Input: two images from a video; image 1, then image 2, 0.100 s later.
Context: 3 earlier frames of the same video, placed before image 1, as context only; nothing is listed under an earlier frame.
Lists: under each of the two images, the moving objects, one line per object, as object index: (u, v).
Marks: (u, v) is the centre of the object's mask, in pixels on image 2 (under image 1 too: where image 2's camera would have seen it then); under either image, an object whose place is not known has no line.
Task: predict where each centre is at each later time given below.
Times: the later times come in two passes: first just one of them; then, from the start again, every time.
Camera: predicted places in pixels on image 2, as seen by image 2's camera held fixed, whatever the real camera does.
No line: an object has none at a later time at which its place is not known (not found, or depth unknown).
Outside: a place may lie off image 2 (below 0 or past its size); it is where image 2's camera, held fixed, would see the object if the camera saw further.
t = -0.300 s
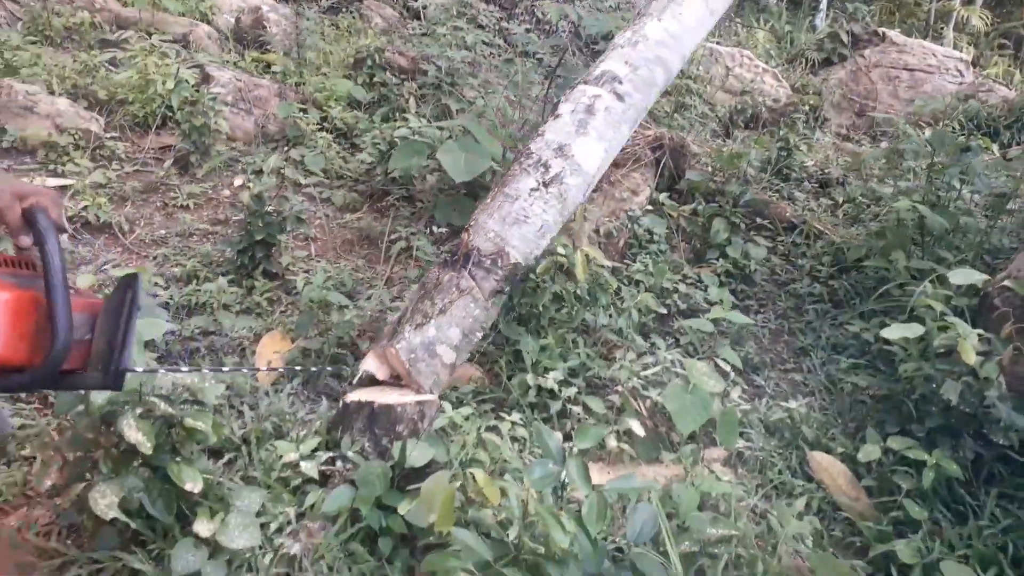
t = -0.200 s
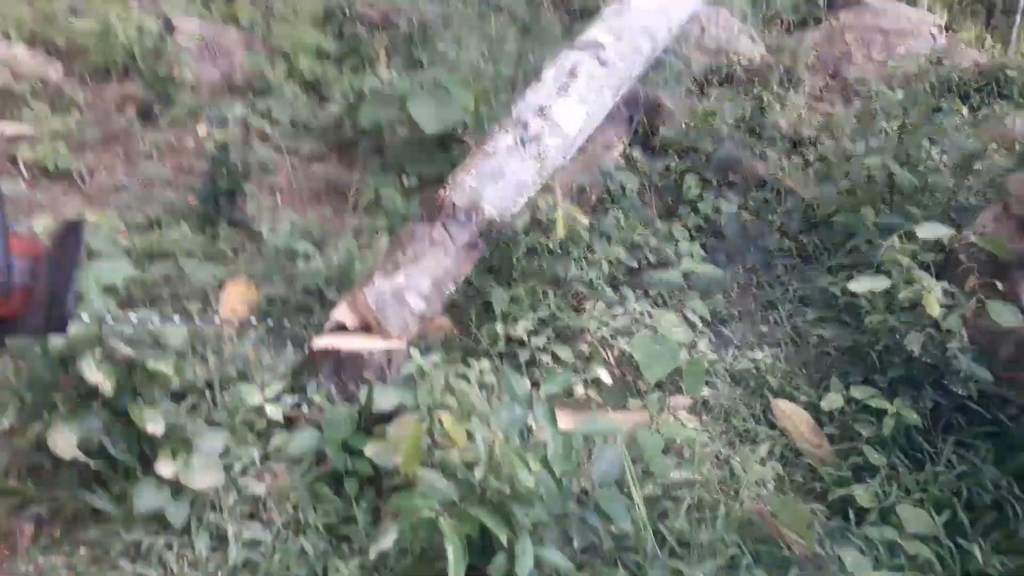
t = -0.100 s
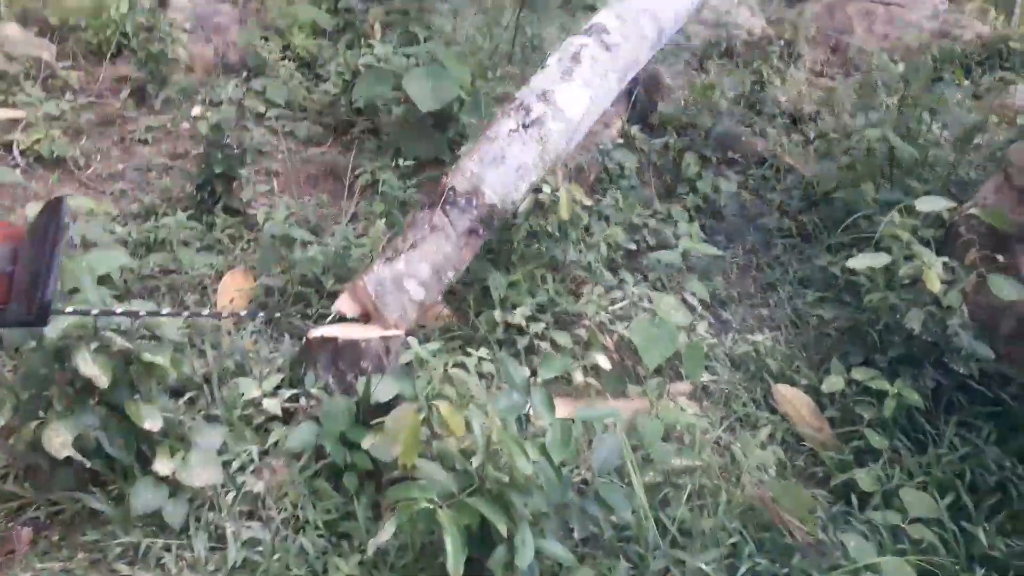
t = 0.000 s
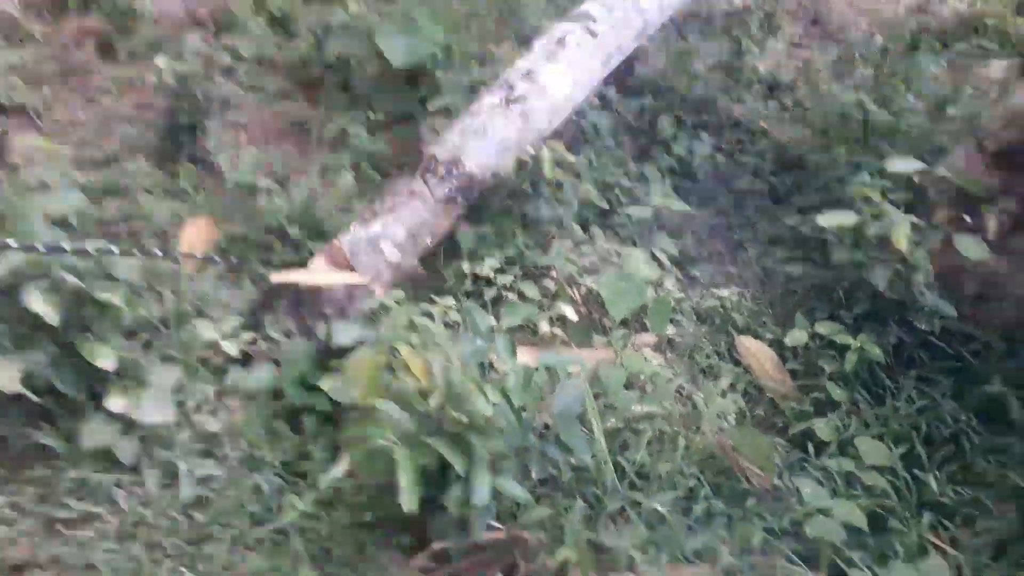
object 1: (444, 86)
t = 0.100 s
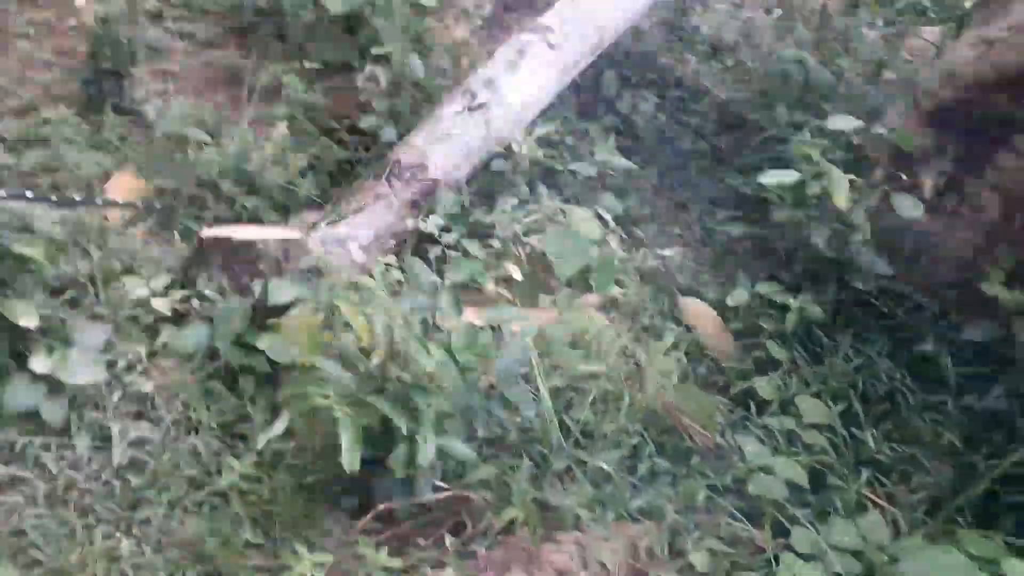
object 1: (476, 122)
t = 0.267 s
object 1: (500, 139)
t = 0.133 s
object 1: (481, 130)
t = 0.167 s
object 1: (484, 134)
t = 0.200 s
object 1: (492, 134)
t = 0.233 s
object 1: (502, 132)
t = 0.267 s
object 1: (500, 139)
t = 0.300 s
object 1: (503, 142)
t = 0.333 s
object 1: (505, 147)
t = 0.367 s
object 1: (502, 155)
